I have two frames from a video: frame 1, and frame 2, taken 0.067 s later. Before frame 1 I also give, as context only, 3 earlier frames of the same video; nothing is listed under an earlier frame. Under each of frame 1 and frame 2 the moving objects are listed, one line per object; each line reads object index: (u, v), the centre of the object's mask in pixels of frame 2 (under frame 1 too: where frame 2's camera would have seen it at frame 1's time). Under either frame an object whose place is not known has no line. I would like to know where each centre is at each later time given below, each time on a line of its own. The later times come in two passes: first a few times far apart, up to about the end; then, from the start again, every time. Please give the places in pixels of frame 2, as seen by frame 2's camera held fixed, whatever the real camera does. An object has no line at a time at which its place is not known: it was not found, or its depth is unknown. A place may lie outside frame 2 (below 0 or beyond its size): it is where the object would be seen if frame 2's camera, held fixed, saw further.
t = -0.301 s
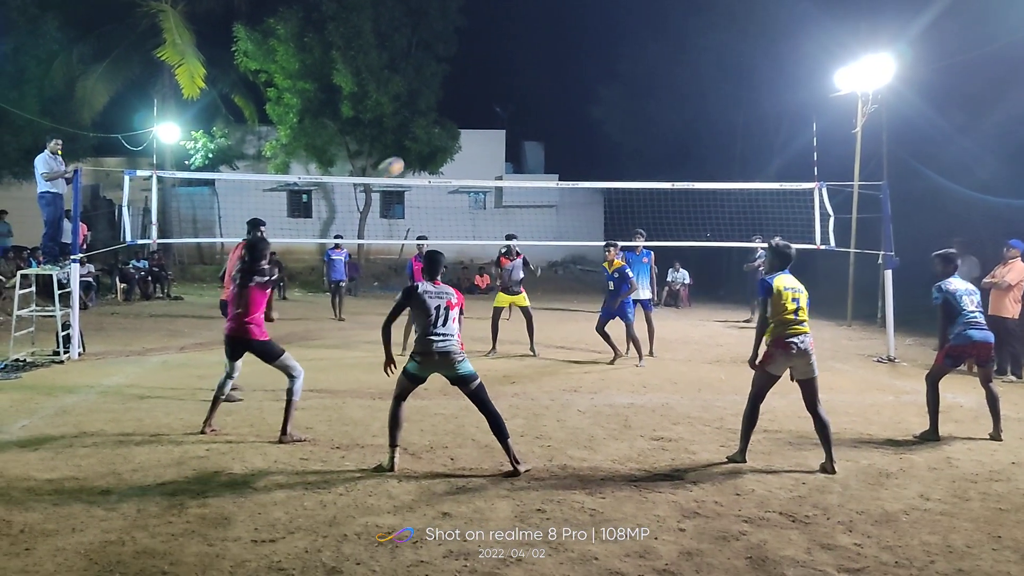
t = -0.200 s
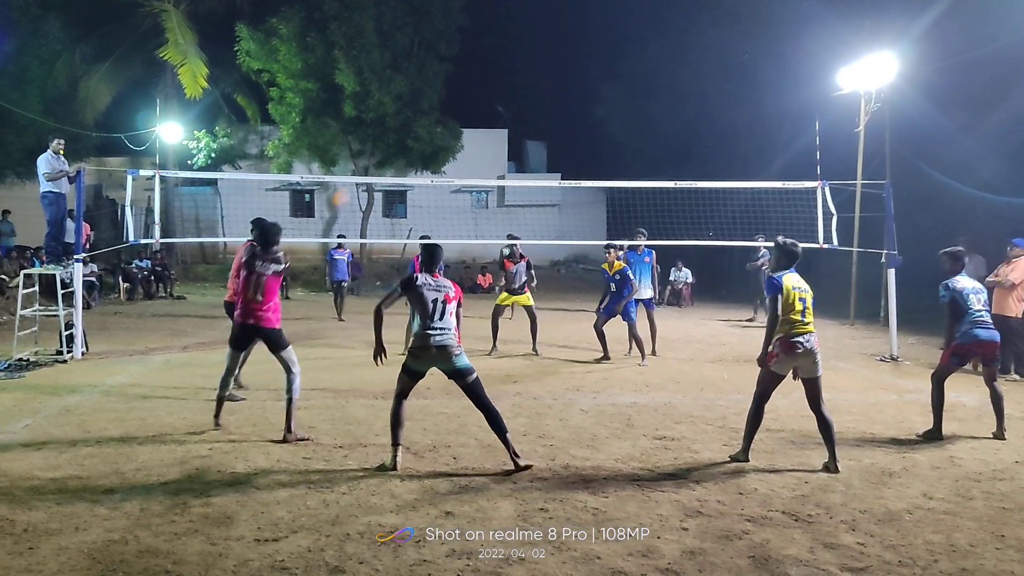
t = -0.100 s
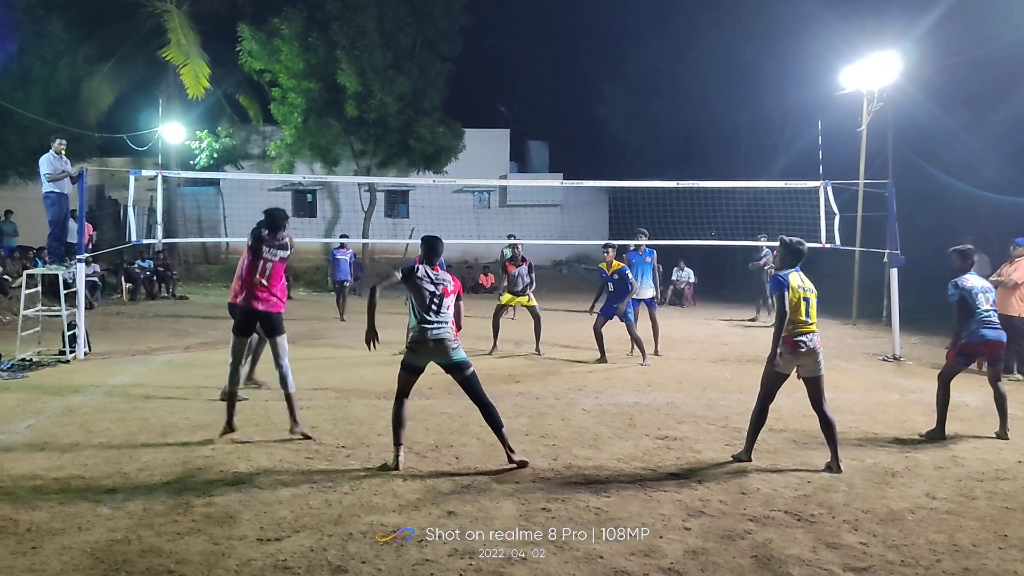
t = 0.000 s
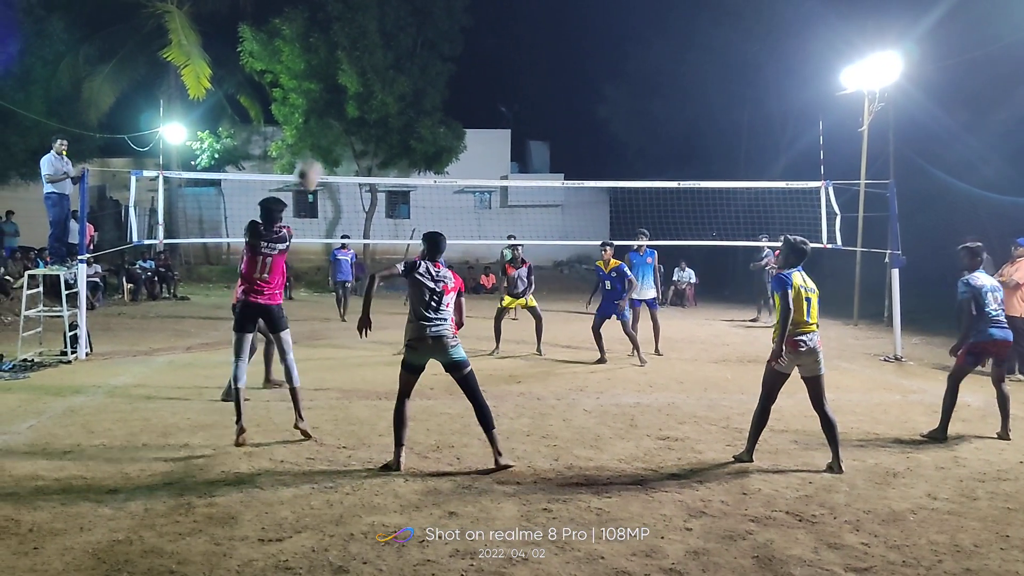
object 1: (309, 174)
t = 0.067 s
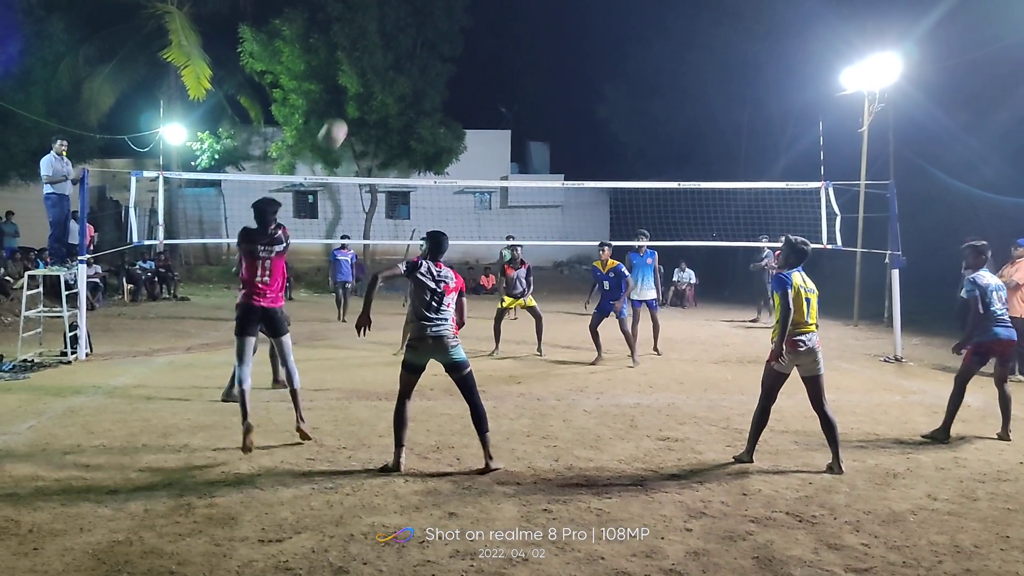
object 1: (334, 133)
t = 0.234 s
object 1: (391, 57)
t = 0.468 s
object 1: (460, 12)
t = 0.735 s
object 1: (525, 25)
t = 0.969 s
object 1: (571, 78)
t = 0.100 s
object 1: (345, 115)
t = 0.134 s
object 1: (357, 100)
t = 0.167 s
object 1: (369, 83)
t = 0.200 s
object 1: (381, 69)
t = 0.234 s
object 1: (391, 57)
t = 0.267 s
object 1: (402, 47)
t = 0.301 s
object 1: (412, 38)
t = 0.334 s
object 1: (422, 30)
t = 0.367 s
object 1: (432, 24)
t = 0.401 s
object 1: (442, 19)
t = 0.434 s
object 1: (451, 15)
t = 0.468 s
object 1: (460, 12)
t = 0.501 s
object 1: (469, 11)
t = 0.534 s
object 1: (477, 10)
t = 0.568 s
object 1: (486, 10)
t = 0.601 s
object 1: (494, 11)
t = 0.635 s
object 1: (502, 13)
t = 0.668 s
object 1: (510, 16)
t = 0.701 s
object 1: (518, 20)
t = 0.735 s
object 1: (525, 25)
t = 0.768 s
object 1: (532, 30)
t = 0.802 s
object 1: (539, 36)
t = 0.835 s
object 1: (546, 43)
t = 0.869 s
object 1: (552, 51)
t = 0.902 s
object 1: (559, 59)
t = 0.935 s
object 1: (565, 68)
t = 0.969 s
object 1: (571, 78)
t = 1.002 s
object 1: (577, 88)
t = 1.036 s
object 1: (583, 99)
